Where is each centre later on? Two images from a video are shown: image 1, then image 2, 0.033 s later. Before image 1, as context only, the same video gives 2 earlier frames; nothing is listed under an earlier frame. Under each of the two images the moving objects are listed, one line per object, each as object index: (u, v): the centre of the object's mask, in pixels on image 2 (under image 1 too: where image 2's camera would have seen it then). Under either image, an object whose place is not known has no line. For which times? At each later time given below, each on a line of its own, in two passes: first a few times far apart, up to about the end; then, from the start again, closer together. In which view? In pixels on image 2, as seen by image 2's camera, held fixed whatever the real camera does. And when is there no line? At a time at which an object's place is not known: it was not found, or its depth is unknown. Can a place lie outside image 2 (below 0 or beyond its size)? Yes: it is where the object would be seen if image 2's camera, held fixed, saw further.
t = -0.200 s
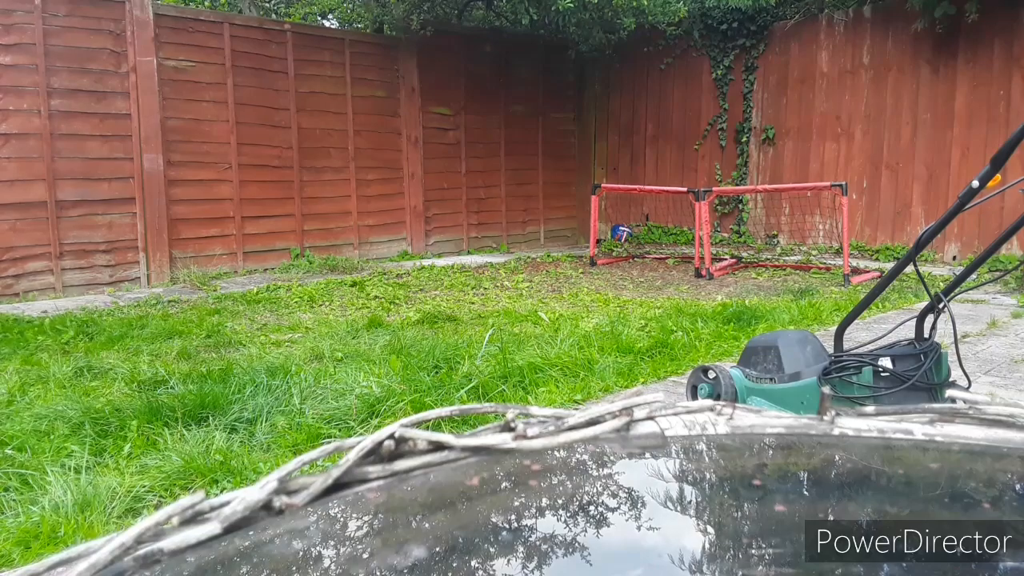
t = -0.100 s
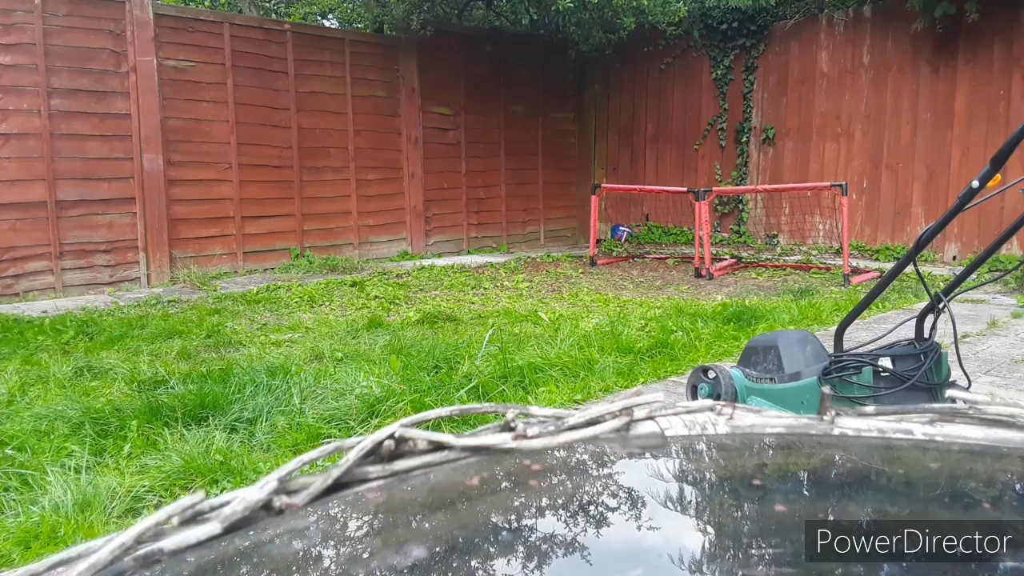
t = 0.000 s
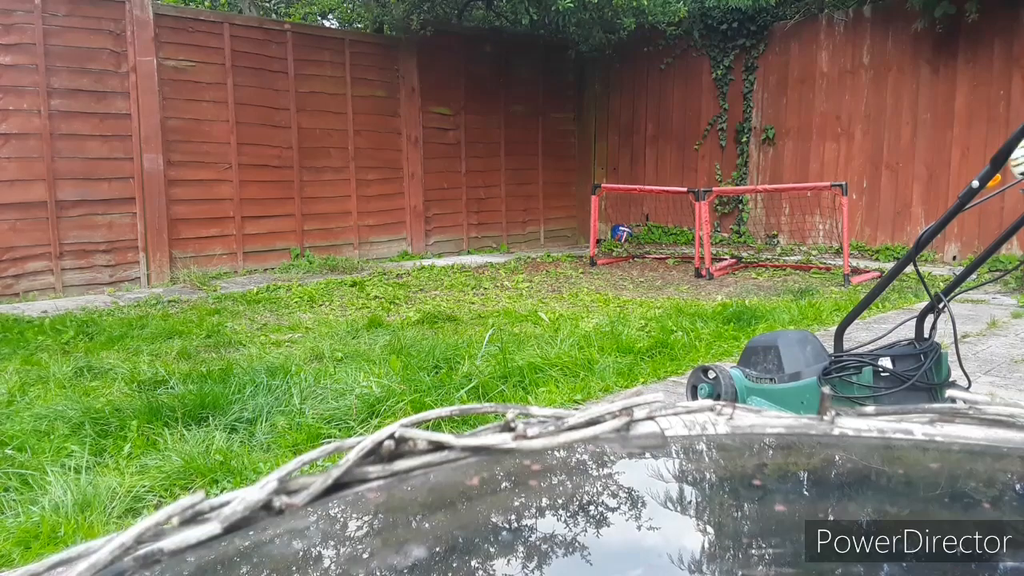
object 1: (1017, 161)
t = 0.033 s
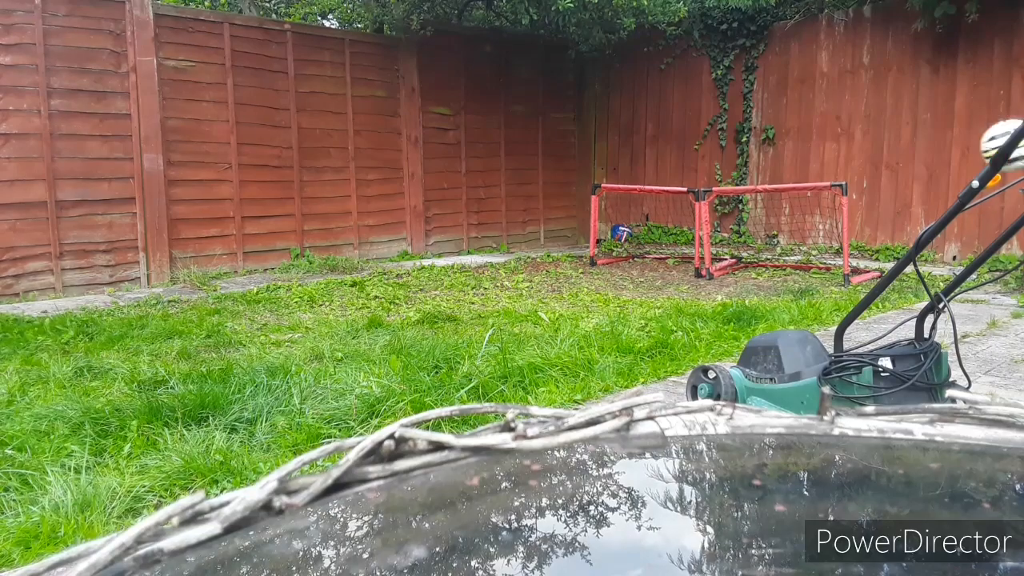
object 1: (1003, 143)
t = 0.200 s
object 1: (857, 111)
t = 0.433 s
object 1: (620, 182)
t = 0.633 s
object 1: (426, 323)
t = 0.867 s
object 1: (313, 281)
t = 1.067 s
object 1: (212, 346)
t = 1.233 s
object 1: (125, 342)
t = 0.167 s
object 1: (889, 113)
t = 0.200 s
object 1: (857, 111)
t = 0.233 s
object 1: (824, 113)
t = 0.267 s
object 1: (791, 117)
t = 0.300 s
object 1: (757, 124)
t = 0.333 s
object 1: (724, 134)
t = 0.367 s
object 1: (689, 147)
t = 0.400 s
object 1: (655, 163)
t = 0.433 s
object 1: (620, 182)
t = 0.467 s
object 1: (586, 203)
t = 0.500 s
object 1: (552, 228)
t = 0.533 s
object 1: (517, 256)
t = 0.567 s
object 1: (482, 289)
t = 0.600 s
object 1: (447, 320)
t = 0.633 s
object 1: (426, 323)
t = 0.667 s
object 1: (411, 312)
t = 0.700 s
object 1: (395, 300)
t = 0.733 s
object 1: (379, 292)
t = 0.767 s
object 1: (364, 285)
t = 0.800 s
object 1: (347, 280)
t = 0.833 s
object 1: (330, 279)
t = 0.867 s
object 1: (313, 281)
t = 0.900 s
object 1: (297, 286)
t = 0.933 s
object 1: (280, 294)
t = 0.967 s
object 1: (263, 305)
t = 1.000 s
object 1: (246, 320)
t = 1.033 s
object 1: (230, 336)
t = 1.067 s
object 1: (212, 346)
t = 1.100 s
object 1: (195, 341)
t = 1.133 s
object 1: (178, 337)
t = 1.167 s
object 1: (159, 335)
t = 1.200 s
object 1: (142, 337)
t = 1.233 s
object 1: (125, 342)
